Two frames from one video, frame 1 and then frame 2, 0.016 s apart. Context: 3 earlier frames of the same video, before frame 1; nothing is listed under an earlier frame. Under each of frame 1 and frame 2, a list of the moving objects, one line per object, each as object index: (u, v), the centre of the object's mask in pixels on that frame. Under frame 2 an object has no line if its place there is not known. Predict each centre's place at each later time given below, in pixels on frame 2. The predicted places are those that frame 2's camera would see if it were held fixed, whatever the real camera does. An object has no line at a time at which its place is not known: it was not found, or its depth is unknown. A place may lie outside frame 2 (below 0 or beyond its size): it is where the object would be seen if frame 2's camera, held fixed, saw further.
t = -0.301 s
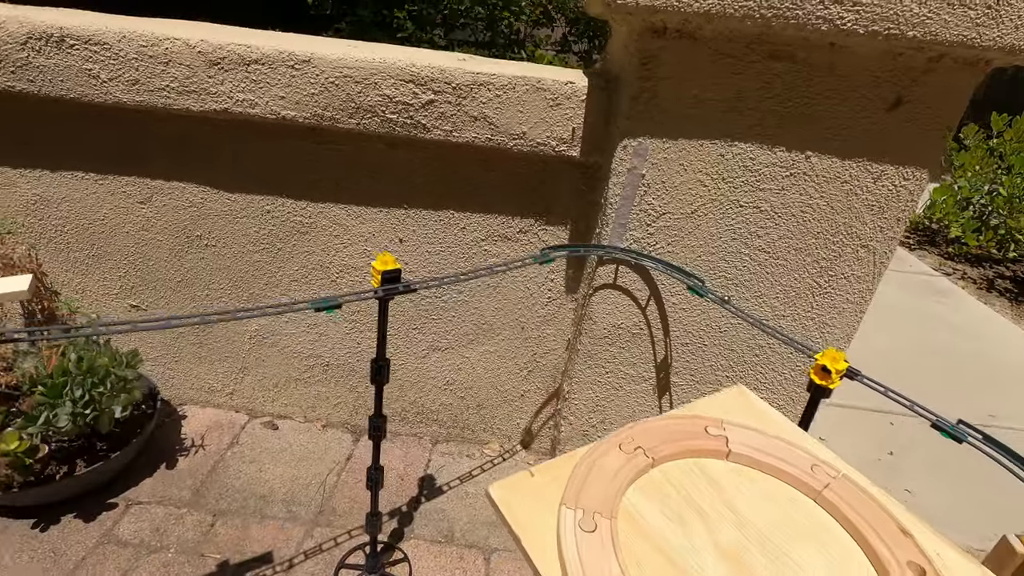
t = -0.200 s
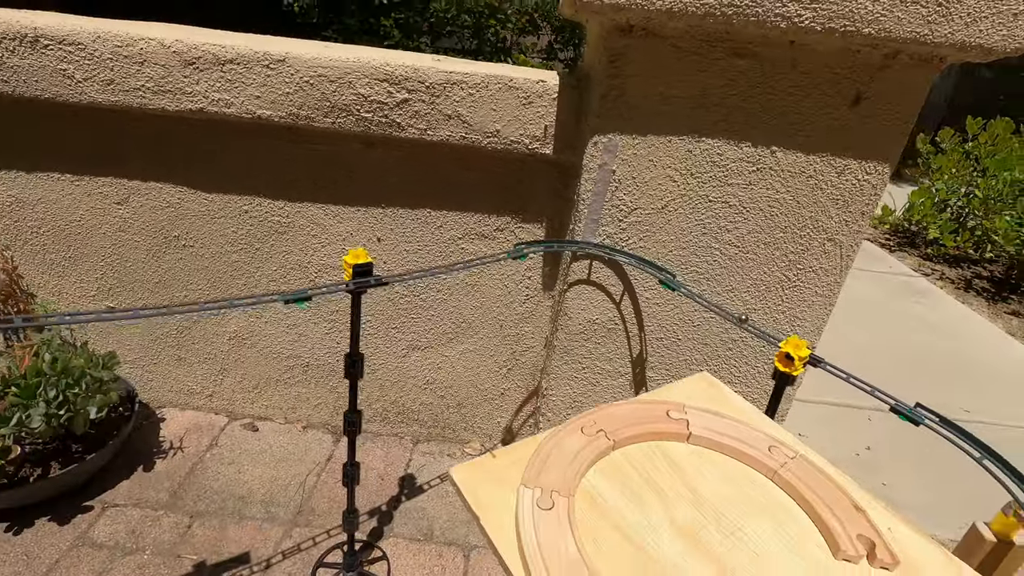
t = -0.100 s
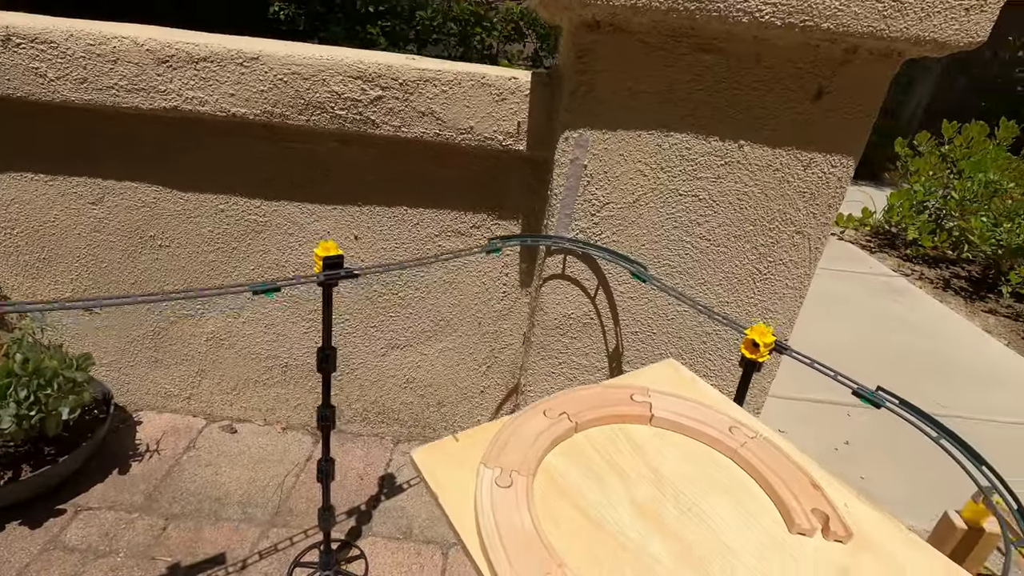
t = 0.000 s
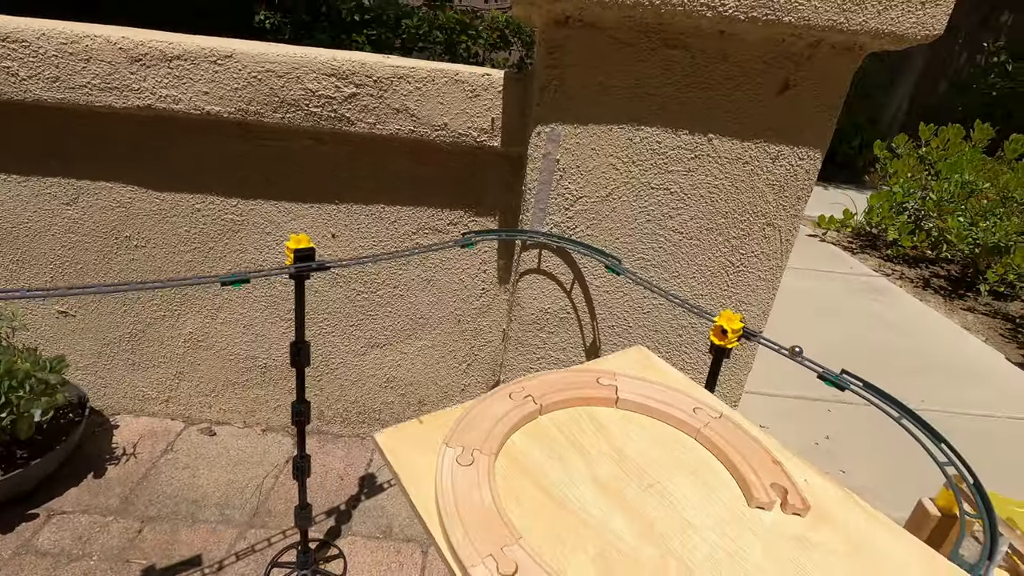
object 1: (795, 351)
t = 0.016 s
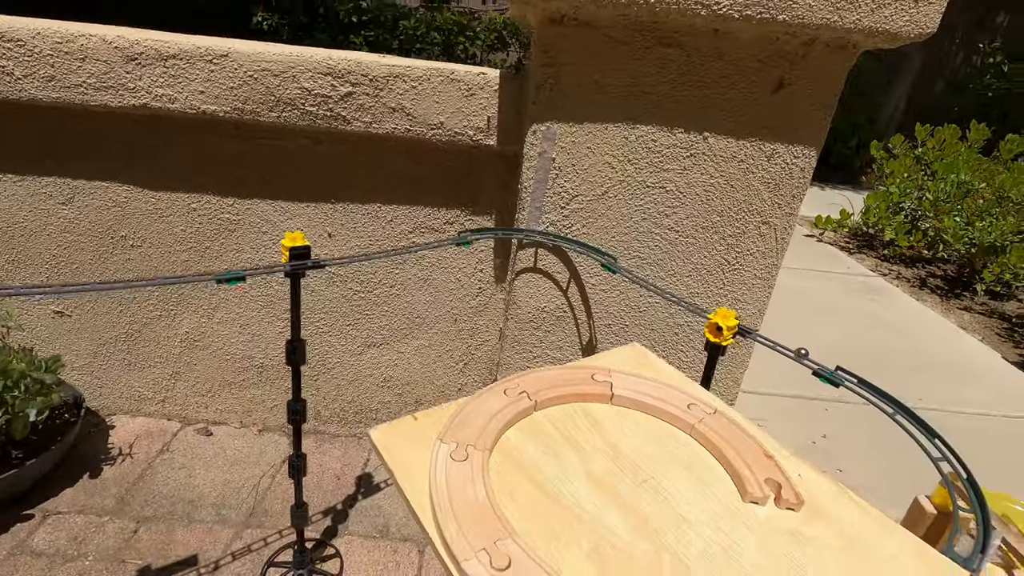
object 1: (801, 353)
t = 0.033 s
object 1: (813, 358)
